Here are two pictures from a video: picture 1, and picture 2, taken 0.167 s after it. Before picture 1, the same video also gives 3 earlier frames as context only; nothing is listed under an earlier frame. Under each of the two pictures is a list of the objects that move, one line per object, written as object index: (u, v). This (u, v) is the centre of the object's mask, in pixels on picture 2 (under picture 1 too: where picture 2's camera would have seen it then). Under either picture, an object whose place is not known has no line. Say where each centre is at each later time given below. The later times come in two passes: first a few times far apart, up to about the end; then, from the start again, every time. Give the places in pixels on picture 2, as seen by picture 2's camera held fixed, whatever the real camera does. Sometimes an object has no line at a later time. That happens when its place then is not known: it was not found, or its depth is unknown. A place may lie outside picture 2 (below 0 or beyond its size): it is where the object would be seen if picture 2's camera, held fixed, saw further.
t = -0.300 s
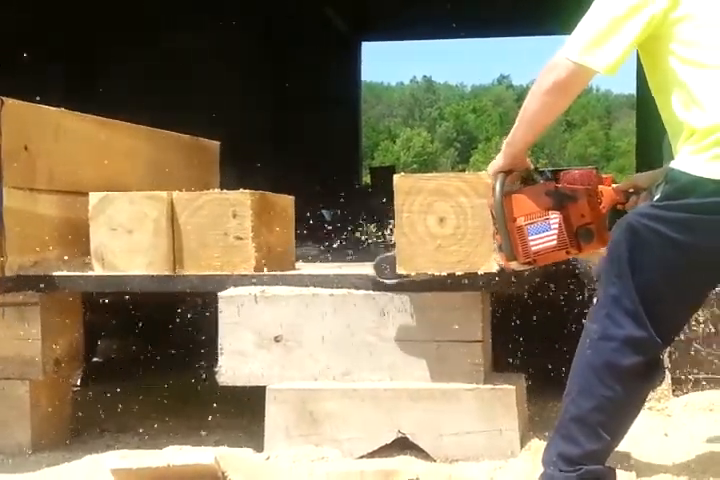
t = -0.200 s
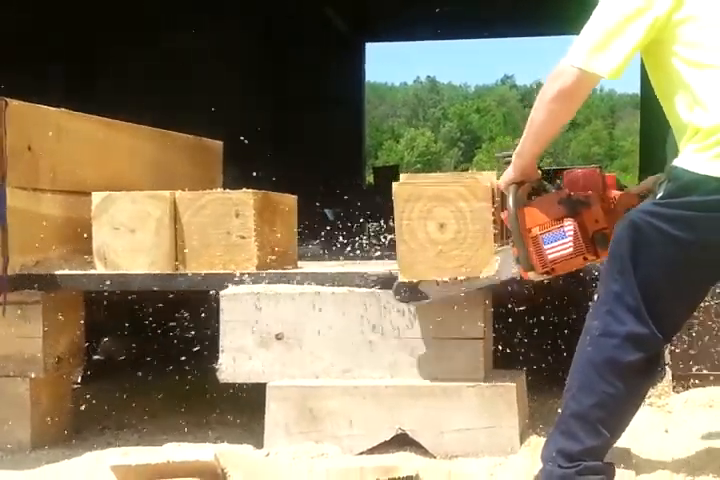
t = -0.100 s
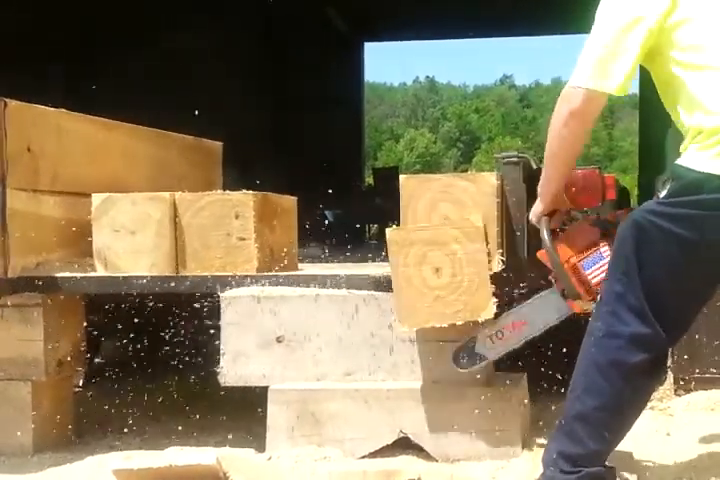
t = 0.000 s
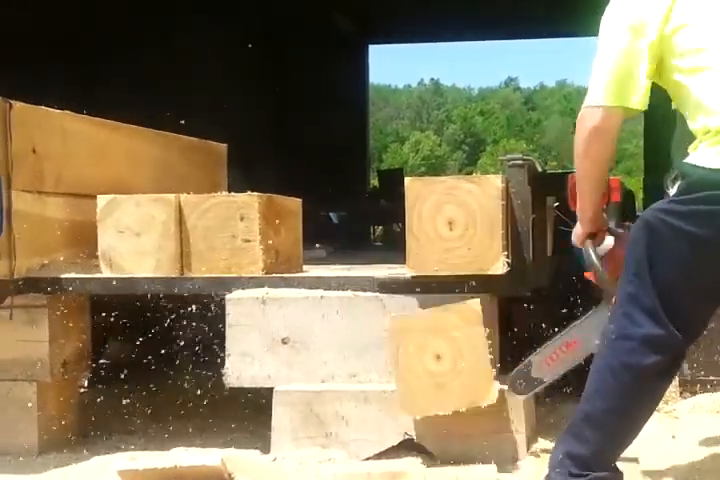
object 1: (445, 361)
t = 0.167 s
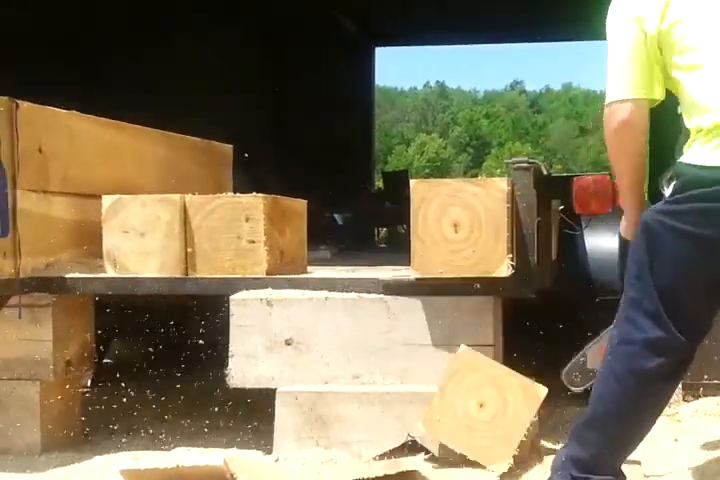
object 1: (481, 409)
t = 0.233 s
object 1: (498, 414)
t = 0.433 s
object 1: (515, 424)
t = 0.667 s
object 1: (514, 424)
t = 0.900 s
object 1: (513, 424)
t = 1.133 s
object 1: (514, 423)
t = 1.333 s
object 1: (514, 423)
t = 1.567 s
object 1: (514, 423)
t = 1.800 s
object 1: (514, 424)
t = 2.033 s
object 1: (514, 424)
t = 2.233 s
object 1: (514, 424)
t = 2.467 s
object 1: (514, 424)
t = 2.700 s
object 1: (514, 424)
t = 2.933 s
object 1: (514, 424)
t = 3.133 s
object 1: (514, 424)
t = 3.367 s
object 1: (513, 424)
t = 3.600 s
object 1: (513, 424)
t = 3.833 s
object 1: (513, 423)
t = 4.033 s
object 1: (513, 424)
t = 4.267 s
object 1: (513, 424)
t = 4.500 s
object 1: (514, 424)
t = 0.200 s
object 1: (490, 411)
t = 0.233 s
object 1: (498, 414)
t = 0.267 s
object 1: (506, 418)
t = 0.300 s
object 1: (513, 423)
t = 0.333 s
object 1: (515, 424)
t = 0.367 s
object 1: (515, 423)
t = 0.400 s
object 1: (515, 424)
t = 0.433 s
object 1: (515, 424)
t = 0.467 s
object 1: (514, 424)
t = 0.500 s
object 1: (514, 424)
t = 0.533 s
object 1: (514, 424)
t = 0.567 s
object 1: (514, 424)
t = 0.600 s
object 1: (514, 424)
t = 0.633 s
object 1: (515, 424)
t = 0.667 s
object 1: (514, 424)
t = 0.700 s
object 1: (514, 424)
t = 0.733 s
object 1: (514, 424)
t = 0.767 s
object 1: (514, 424)
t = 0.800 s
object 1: (514, 424)
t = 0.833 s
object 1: (514, 423)
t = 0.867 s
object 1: (514, 424)
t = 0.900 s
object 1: (513, 424)
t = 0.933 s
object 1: (514, 423)
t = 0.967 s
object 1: (514, 423)
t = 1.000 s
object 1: (514, 423)
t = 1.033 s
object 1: (513, 423)
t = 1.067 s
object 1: (513, 423)
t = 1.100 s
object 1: (514, 423)
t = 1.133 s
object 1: (514, 423)
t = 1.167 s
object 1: (514, 423)
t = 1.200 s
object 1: (514, 423)
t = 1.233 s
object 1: (514, 423)
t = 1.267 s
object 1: (514, 423)
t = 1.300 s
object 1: (514, 423)
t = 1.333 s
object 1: (514, 423)
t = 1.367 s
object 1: (514, 423)
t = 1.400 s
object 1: (514, 423)
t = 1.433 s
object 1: (514, 423)
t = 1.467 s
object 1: (514, 423)
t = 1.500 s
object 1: (514, 423)
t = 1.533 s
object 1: (514, 423)
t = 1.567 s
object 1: (514, 423)
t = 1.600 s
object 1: (514, 423)
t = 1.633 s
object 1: (514, 423)
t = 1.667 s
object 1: (514, 423)
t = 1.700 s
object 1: (514, 423)
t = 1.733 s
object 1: (514, 424)
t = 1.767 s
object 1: (514, 424)
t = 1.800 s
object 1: (514, 424)
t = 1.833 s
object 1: (514, 424)
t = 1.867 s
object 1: (514, 423)
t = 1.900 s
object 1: (514, 424)
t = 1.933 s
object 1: (514, 424)
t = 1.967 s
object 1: (514, 424)
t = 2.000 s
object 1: (514, 424)
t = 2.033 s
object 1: (514, 424)
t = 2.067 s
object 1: (514, 424)
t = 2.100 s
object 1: (514, 424)
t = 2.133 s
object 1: (514, 424)
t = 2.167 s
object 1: (514, 424)
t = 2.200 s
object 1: (514, 424)
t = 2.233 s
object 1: (514, 424)
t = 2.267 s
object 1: (514, 424)
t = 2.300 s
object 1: (514, 424)
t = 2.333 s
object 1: (514, 424)
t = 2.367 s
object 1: (514, 424)
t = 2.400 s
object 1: (514, 424)
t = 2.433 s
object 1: (514, 424)
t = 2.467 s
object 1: (514, 424)
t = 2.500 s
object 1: (514, 424)
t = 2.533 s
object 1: (514, 424)
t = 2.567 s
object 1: (514, 424)
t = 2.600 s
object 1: (514, 424)
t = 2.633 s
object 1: (514, 424)
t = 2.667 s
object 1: (514, 425)
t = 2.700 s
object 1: (514, 424)
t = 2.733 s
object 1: (514, 424)
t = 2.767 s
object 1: (514, 424)
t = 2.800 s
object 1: (514, 424)
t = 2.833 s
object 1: (514, 424)
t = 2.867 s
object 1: (513, 424)
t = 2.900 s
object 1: (514, 424)
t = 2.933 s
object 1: (514, 424)
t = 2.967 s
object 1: (514, 424)
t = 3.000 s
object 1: (514, 424)
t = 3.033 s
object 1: (514, 424)
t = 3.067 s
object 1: (514, 424)
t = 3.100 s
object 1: (514, 424)
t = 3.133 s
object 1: (514, 424)
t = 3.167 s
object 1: (514, 424)
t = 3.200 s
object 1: (514, 424)
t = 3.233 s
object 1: (514, 424)
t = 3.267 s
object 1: (514, 424)
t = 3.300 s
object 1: (513, 424)
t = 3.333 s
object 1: (514, 424)
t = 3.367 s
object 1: (513, 424)
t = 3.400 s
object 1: (513, 424)
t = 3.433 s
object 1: (513, 424)
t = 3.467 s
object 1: (513, 424)
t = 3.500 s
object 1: (513, 424)
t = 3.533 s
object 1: (513, 424)
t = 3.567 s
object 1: (513, 424)
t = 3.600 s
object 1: (513, 424)
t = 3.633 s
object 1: (514, 424)
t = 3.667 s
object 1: (513, 424)
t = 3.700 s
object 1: (513, 424)
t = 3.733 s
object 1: (513, 424)
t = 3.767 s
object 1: (514, 424)
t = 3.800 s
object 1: (513, 424)
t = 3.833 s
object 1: (513, 423)
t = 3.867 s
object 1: (513, 424)
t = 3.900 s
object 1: (513, 424)
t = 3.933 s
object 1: (513, 424)
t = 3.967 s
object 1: (513, 424)
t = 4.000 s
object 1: (513, 424)
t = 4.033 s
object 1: (513, 424)
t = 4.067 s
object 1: (513, 424)
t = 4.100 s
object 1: (513, 424)
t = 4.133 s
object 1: (513, 424)
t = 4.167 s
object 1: (513, 424)
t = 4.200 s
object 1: (513, 424)
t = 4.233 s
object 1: (513, 424)
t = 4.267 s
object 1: (513, 424)
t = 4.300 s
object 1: (514, 424)
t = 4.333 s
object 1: (514, 424)
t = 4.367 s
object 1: (514, 424)
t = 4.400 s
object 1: (514, 424)
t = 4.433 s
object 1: (514, 424)
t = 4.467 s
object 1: (513, 424)
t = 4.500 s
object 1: (514, 424)
